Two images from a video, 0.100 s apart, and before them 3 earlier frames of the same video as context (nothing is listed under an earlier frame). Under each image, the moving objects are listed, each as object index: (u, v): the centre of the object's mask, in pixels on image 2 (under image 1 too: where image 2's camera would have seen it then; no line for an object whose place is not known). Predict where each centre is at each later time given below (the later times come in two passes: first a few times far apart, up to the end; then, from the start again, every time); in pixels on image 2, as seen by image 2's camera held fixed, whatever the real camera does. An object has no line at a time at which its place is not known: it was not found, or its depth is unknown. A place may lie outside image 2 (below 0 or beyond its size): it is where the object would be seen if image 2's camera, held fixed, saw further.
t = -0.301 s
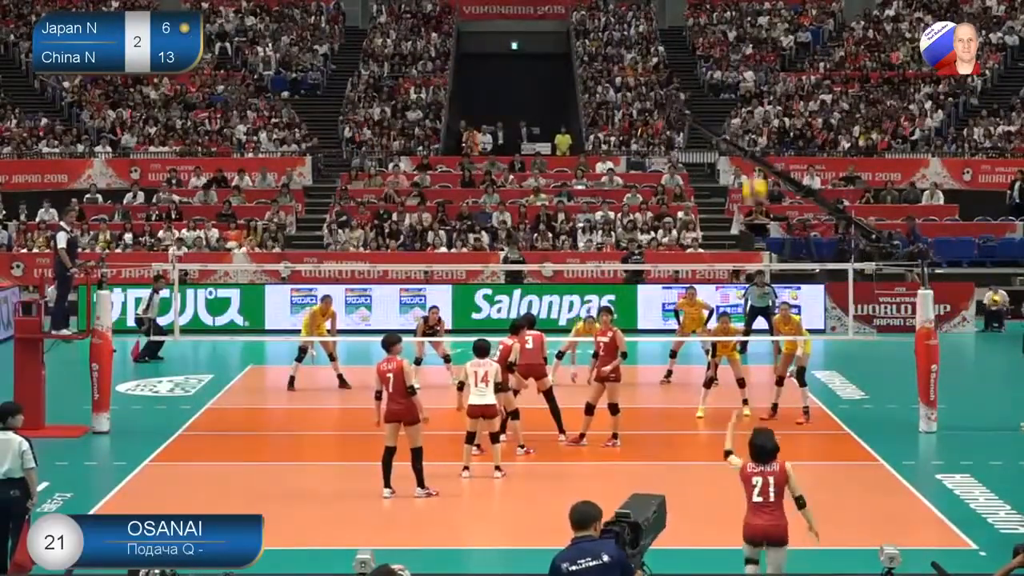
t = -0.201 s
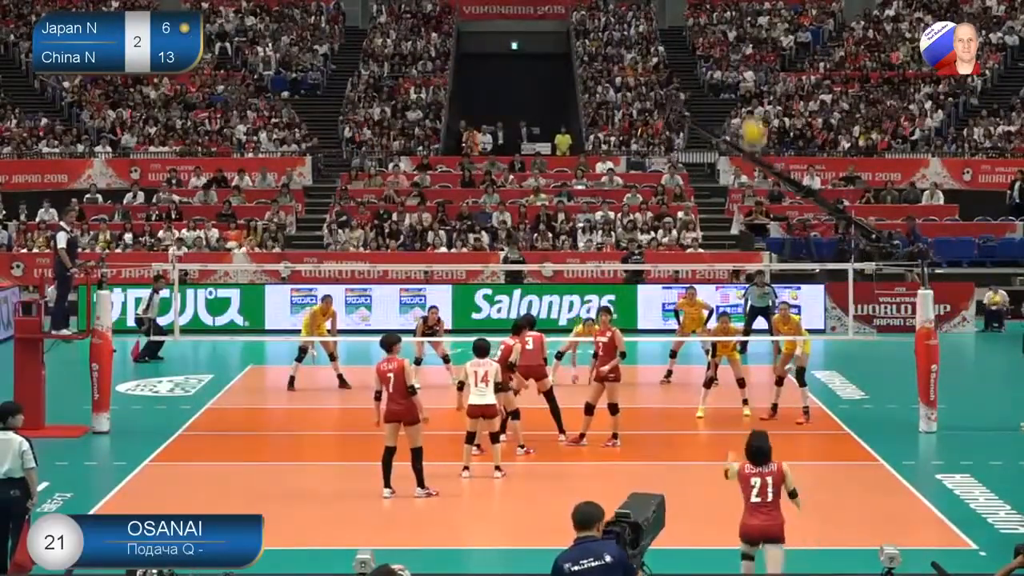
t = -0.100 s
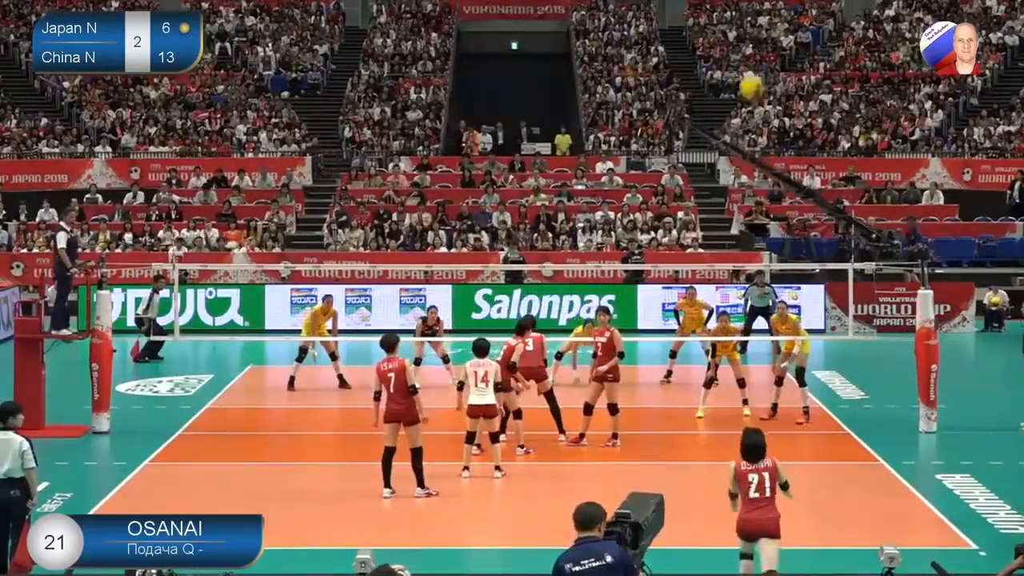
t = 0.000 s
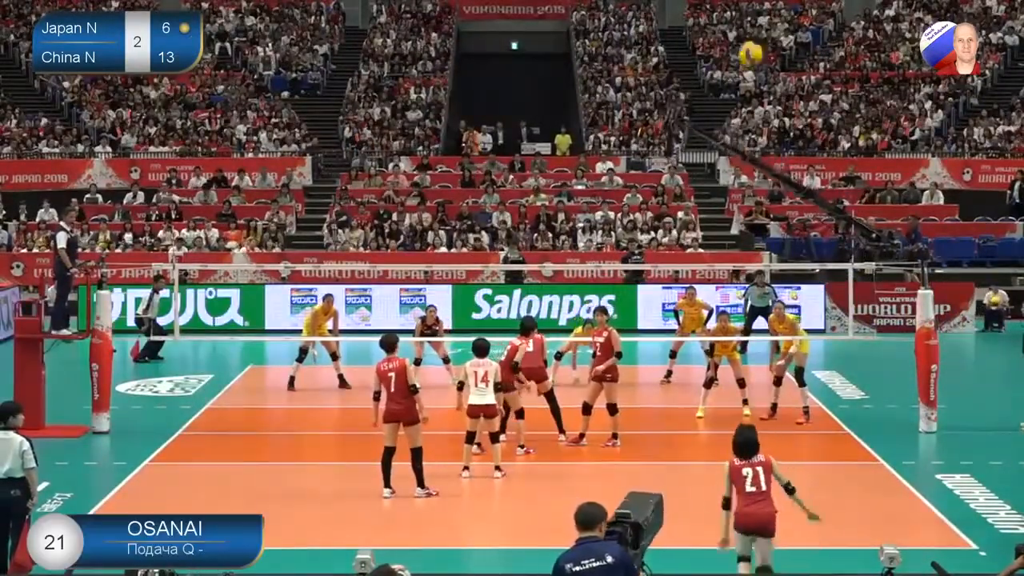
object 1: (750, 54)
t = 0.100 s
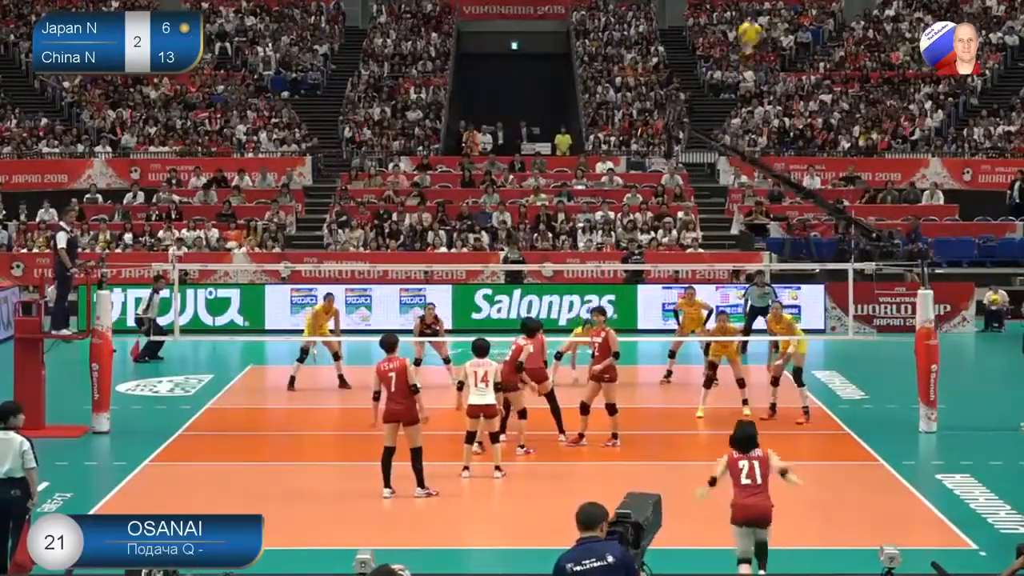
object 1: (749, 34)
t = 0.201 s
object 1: (748, 24)
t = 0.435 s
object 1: (748, 42)
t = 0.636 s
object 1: (743, 103)
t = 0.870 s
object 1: (742, 222)
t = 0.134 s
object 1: (748, 29)
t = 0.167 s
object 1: (748, 26)
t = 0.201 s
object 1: (748, 24)
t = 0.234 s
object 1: (747, 23)
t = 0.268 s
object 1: (748, 24)
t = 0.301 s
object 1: (748, 25)
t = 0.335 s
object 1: (747, 27)
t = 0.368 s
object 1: (747, 31)
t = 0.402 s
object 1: (747, 37)
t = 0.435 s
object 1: (748, 42)
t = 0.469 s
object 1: (747, 46)
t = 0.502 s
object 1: (745, 57)
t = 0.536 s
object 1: (745, 67)
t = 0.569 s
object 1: (745, 79)
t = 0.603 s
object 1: (745, 90)
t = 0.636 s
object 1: (743, 103)
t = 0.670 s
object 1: (743, 115)
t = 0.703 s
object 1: (743, 132)
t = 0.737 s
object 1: (743, 148)
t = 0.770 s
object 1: (744, 163)
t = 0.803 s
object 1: (742, 182)
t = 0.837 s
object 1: (741, 199)
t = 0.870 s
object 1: (742, 222)
